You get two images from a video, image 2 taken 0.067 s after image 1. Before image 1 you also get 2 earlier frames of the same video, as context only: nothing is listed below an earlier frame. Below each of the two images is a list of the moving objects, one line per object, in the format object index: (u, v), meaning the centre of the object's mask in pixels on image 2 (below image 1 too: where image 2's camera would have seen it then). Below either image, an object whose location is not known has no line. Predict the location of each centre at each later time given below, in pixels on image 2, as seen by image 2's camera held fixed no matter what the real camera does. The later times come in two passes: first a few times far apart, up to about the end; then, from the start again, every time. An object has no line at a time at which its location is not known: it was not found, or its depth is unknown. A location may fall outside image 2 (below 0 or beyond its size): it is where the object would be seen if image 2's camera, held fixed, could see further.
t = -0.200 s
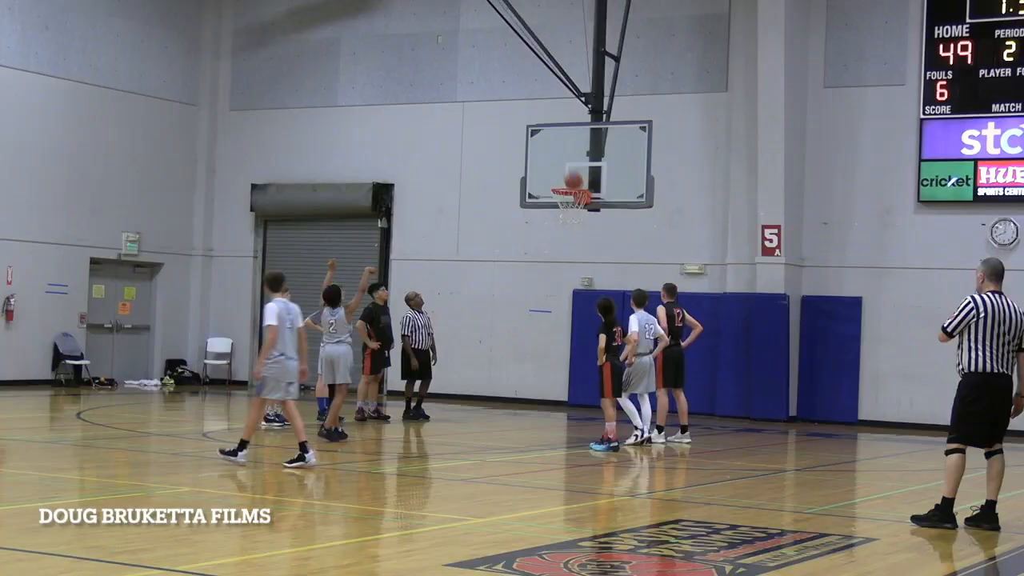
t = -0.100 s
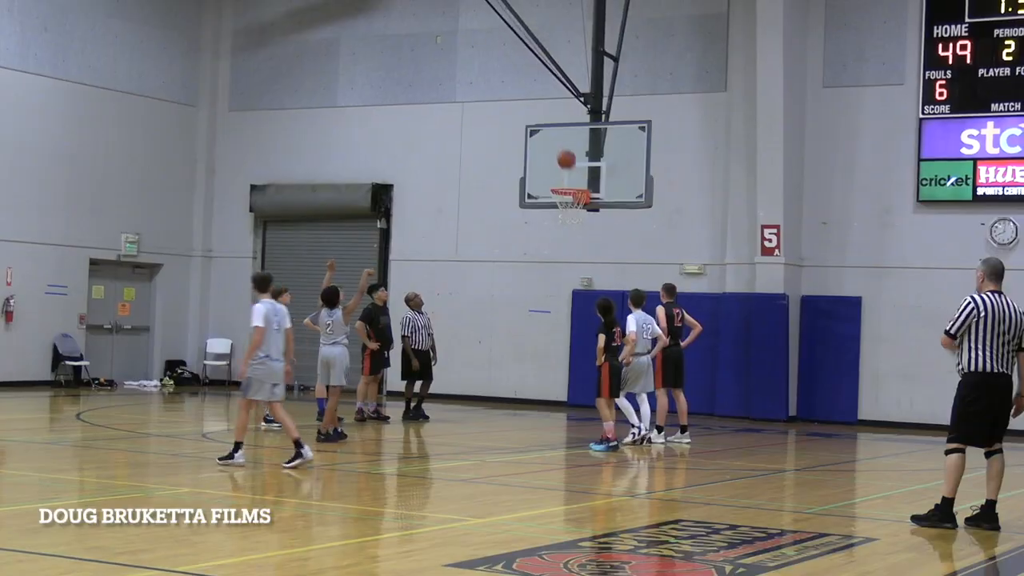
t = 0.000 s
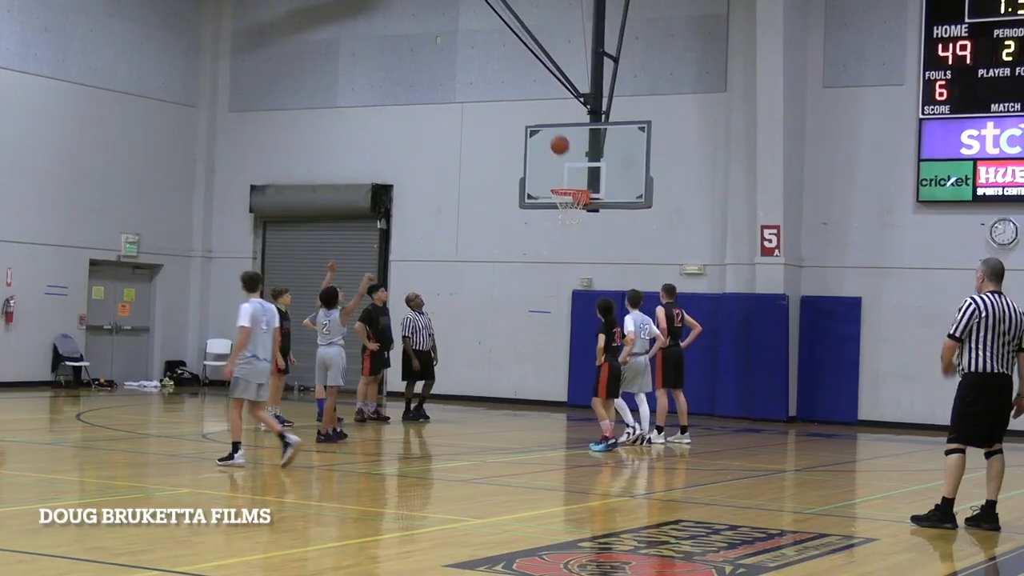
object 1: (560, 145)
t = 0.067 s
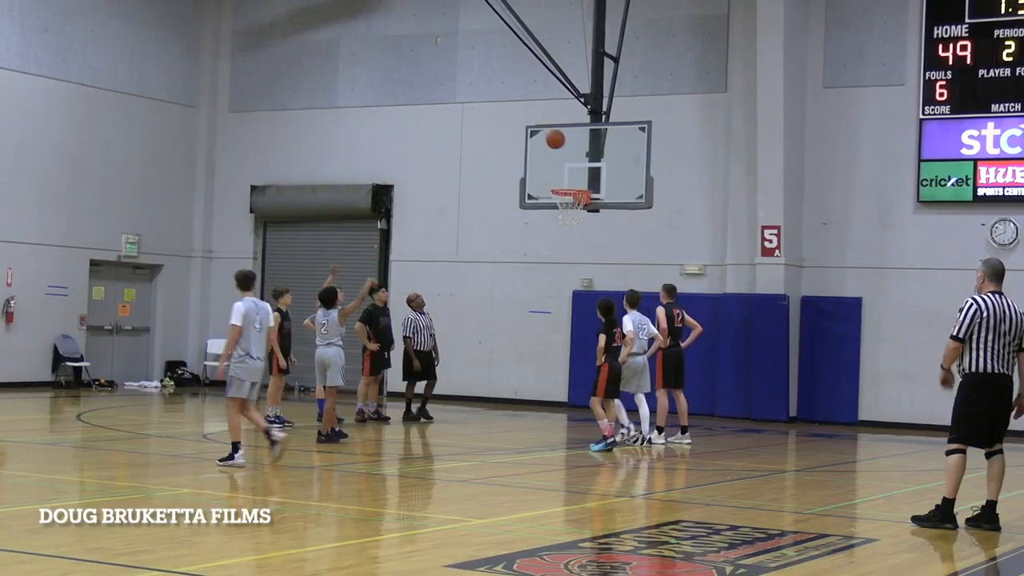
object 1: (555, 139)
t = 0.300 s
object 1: (538, 145)
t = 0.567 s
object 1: (513, 209)
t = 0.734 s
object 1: (497, 283)
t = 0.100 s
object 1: (553, 137)
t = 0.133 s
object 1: (550, 137)
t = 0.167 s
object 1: (548, 137)
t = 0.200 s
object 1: (546, 137)
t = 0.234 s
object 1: (543, 139)
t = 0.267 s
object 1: (540, 142)
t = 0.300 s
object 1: (538, 145)
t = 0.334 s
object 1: (535, 150)
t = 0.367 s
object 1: (532, 155)
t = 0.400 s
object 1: (529, 161)
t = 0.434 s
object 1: (526, 169)
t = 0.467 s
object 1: (523, 177)
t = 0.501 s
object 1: (520, 186)
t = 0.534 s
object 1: (515, 197)
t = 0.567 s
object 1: (513, 209)
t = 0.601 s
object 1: (510, 221)
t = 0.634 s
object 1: (507, 234)
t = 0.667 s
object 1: (504, 248)
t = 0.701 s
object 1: (500, 265)
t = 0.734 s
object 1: (497, 283)
